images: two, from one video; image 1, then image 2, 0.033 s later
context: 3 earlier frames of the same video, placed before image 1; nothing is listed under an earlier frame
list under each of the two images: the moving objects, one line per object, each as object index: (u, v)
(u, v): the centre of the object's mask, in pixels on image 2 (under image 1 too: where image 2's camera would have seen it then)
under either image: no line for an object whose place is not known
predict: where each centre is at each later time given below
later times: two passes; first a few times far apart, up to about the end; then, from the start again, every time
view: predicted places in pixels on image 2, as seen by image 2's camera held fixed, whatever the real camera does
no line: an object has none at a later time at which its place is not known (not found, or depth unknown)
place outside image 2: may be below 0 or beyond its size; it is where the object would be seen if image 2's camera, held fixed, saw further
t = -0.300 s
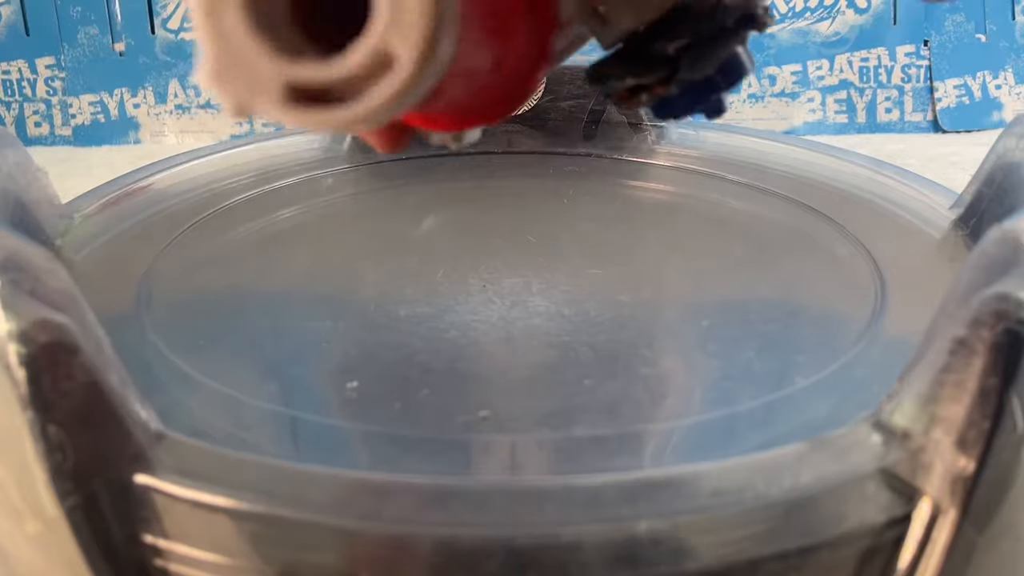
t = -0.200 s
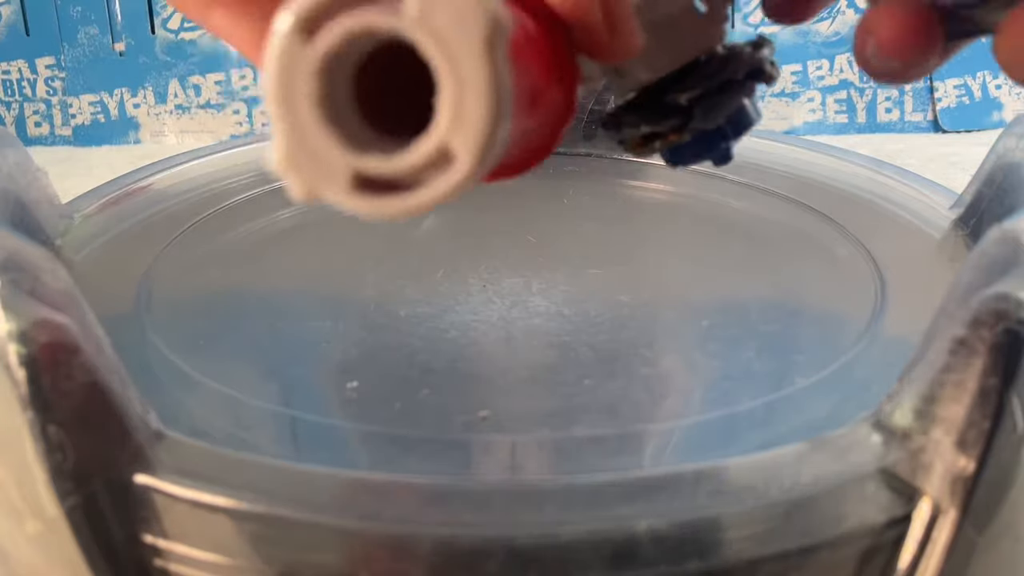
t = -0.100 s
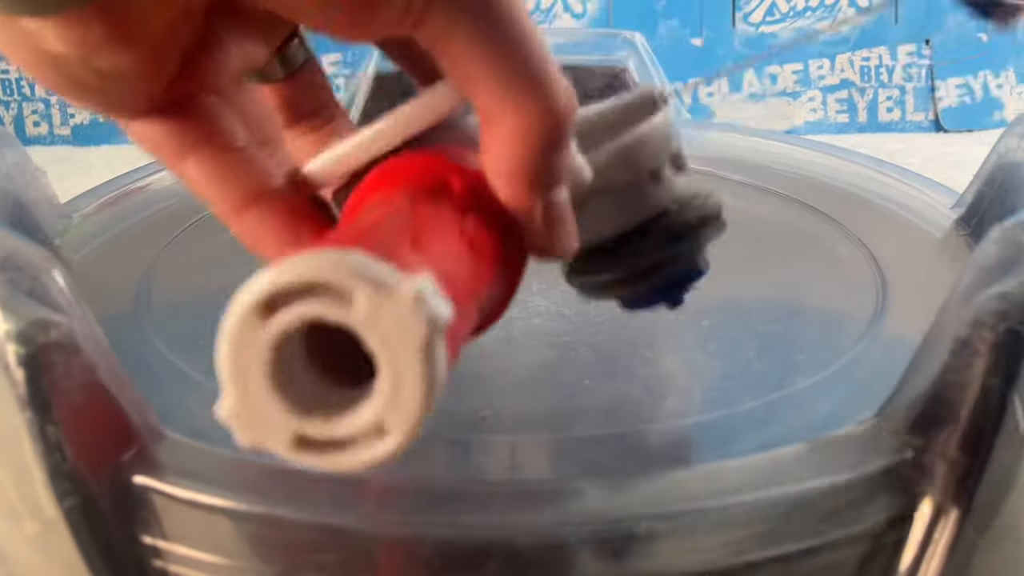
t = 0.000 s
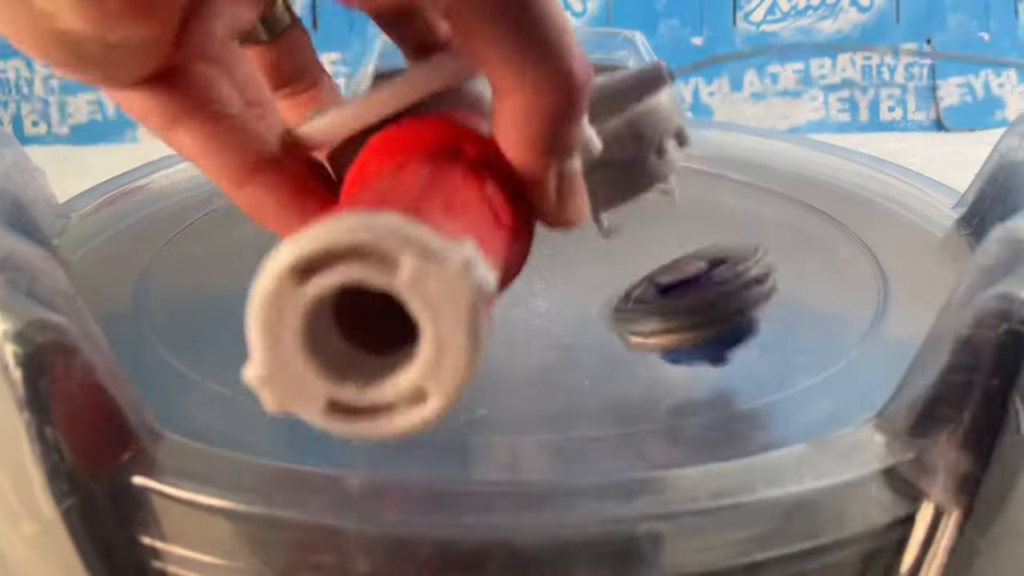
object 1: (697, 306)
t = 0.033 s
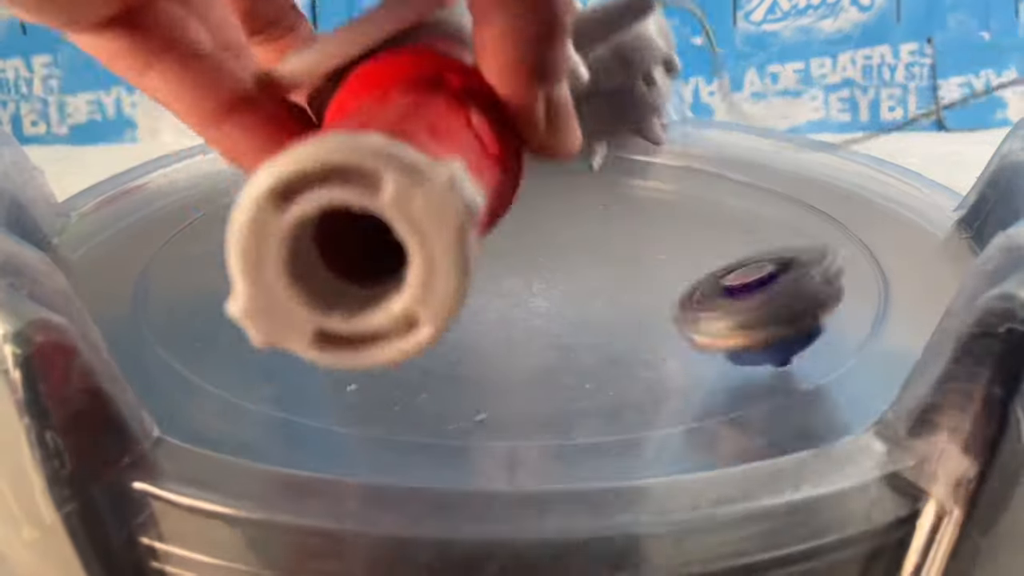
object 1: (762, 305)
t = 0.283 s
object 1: (803, 175)
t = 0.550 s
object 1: (584, 141)
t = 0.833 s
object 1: (457, 210)
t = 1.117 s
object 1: (510, 279)
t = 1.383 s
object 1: (477, 210)
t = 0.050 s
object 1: (789, 303)
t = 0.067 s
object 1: (811, 293)
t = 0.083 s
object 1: (828, 285)
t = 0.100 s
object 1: (842, 276)
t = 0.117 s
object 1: (853, 266)
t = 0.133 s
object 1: (860, 255)
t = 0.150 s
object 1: (863, 245)
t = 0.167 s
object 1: (860, 235)
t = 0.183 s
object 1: (857, 225)
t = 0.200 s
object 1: (853, 215)
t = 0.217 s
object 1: (846, 206)
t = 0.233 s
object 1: (837, 197)
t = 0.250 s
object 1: (828, 189)
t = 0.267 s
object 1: (817, 181)
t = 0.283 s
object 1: (803, 175)
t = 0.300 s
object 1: (790, 170)
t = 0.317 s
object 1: (777, 163)
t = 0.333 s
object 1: (765, 158)
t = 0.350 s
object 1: (752, 154)
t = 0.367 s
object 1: (737, 150)
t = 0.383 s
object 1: (722, 148)
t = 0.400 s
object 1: (707, 145)
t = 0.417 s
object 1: (694, 143)
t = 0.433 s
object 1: (679, 142)
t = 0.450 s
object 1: (665, 141)
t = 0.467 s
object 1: (651, 140)
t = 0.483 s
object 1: (637, 139)
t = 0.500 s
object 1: (622, 139)
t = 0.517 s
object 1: (612, 138)
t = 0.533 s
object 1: (597, 140)
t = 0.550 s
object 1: (584, 141)
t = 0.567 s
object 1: (572, 141)
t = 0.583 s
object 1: (559, 143)
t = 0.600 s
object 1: (549, 144)
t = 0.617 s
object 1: (537, 146)
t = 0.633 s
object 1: (527, 149)
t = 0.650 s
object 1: (517, 152)
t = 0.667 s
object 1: (507, 155)
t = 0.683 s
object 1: (499, 158)
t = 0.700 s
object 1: (491, 162)
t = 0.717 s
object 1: (484, 168)
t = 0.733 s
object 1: (477, 173)
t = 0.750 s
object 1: (472, 179)
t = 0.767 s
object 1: (467, 184)
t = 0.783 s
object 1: (463, 191)
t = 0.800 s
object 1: (459, 198)
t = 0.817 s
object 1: (457, 205)
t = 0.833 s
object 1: (457, 210)
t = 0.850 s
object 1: (455, 217)
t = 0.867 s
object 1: (456, 223)
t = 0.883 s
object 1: (456, 229)
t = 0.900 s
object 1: (459, 235)
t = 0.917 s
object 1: (461, 241)
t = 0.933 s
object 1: (464, 246)
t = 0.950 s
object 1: (467, 251)
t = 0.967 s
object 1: (472, 257)
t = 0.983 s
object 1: (476, 260)
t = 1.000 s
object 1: (481, 265)
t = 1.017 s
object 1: (485, 269)
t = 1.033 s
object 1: (490, 272)
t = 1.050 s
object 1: (494, 274)
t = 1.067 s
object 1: (500, 276)
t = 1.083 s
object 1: (504, 278)
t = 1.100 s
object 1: (507, 279)
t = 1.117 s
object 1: (510, 279)
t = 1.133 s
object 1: (513, 279)
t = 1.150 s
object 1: (514, 279)
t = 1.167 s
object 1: (516, 277)
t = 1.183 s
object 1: (516, 275)
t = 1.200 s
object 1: (515, 273)
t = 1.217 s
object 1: (513, 270)
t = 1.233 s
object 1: (511, 267)
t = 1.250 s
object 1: (507, 263)
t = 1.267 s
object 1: (503, 259)
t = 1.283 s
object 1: (499, 253)
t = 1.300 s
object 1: (495, 248)
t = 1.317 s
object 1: (491, 241)
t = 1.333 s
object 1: (486, 235)
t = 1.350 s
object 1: (482, 227)
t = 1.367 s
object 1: (479, 219)
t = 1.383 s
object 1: (477, 210)
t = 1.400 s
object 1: (475, 202)
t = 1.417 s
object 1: (475, 193)
